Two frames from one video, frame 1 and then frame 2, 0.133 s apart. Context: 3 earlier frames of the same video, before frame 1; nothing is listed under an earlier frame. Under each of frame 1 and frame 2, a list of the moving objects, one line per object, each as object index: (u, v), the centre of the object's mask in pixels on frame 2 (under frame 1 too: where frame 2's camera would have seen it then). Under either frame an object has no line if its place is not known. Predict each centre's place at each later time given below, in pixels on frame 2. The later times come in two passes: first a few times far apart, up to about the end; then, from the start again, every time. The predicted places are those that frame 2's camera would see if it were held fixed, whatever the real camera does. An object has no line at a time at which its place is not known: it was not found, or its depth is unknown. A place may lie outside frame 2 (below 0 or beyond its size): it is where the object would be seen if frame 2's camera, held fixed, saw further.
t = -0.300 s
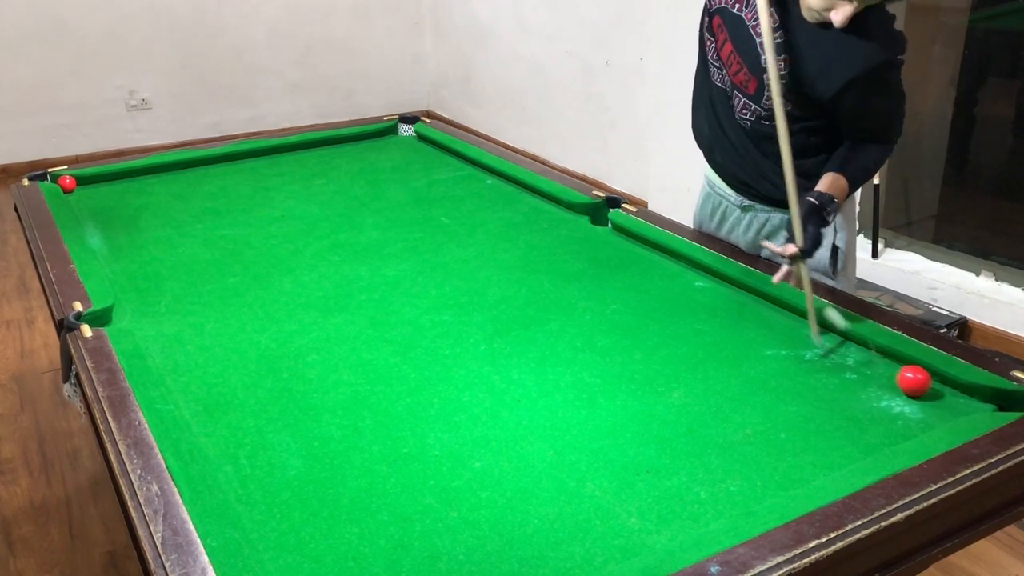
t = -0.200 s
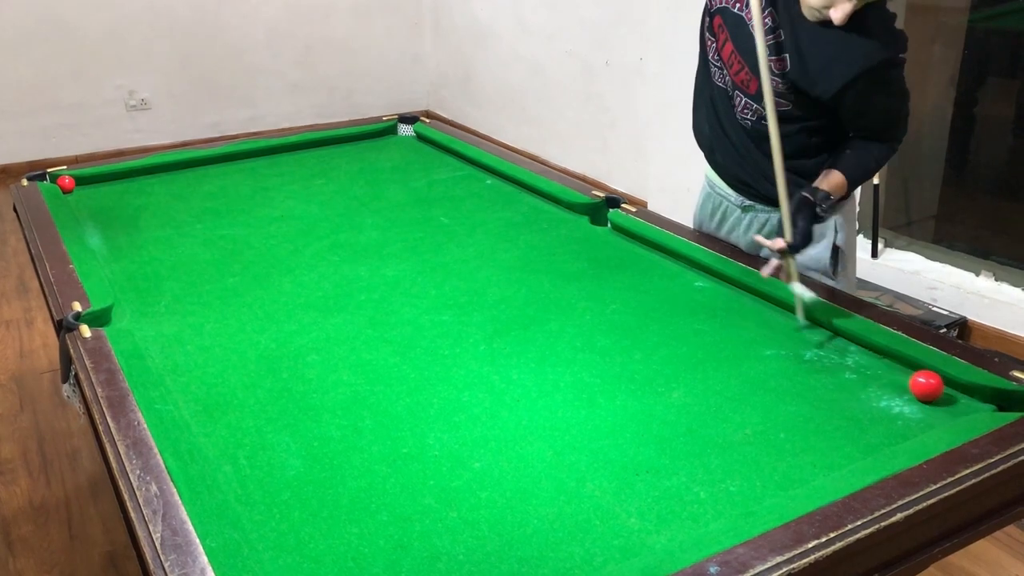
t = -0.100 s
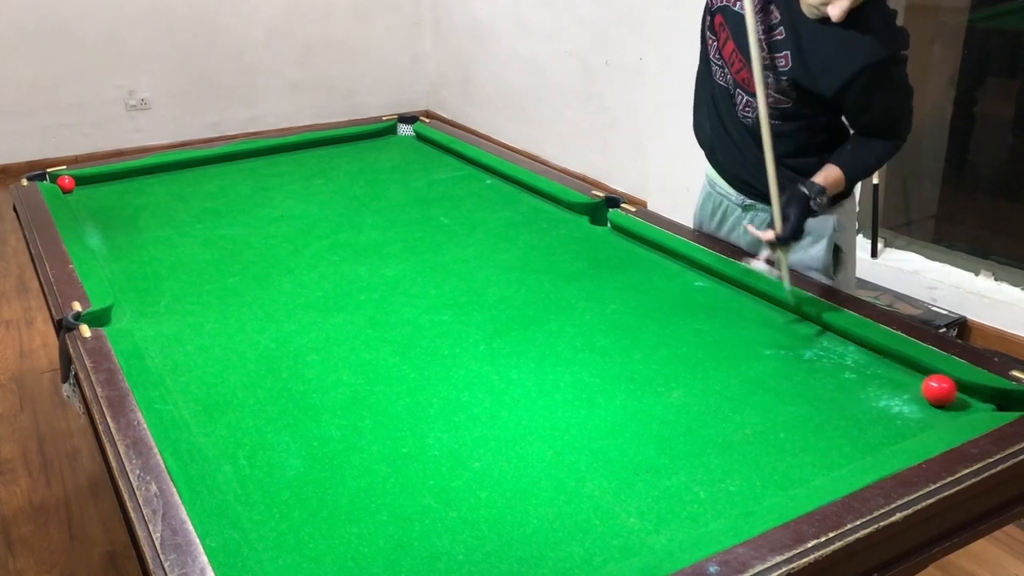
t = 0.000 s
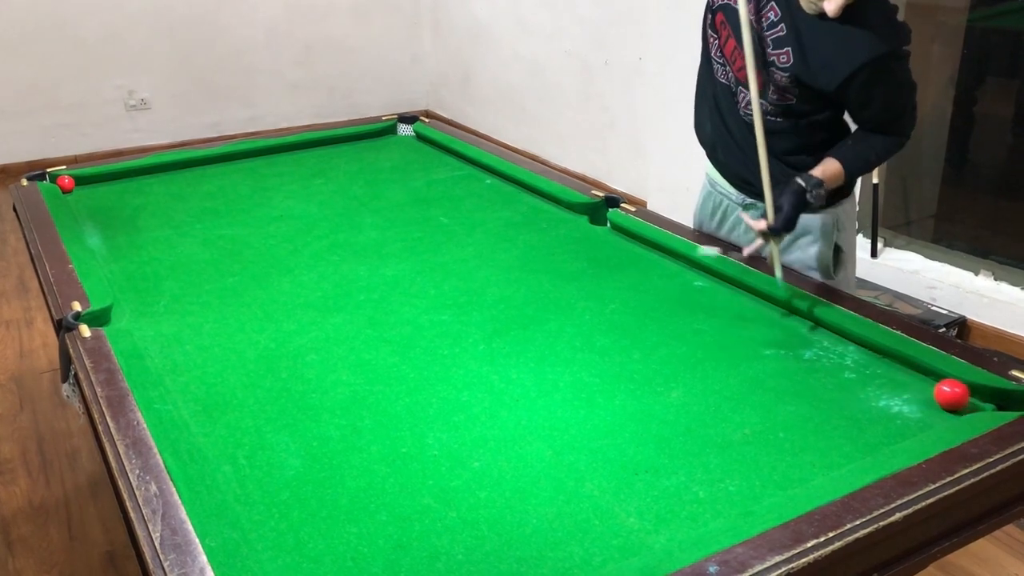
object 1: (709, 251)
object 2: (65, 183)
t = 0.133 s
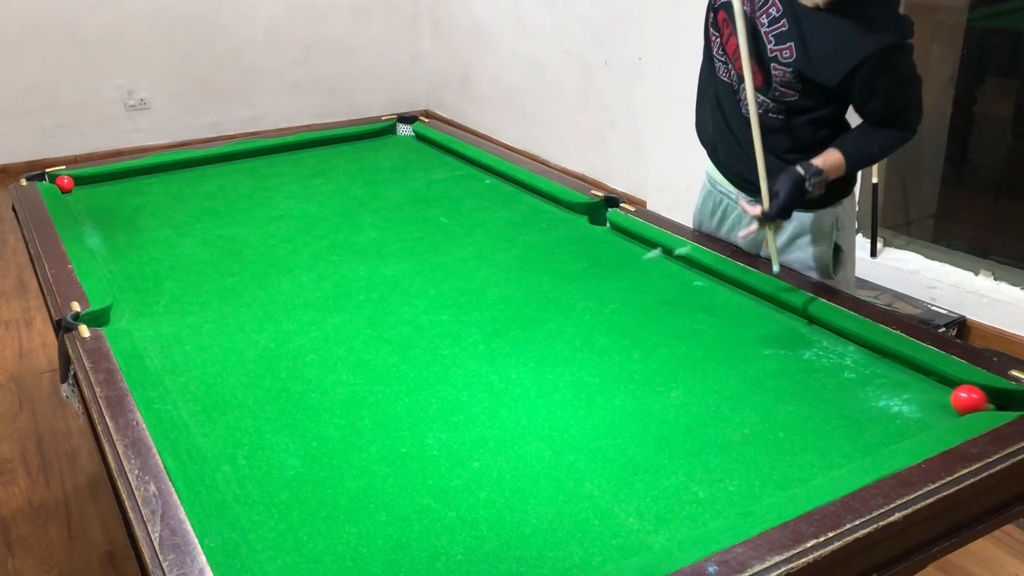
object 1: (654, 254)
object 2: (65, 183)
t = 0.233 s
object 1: (623, 260)
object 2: (65, 183)
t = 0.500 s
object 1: (474, 251)
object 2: (65, 183)
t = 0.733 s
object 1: (283, 234)
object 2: (65, 183)
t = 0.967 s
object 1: (108, 205)
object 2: (65, 183)
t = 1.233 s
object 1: (66, 201)
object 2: (64, 181)
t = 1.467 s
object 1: (70, 208)
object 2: (55, 182)
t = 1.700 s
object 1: (74, 214)
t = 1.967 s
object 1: (78, 221)
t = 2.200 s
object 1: (81, 225)
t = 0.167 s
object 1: (649, 252)
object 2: (65, 183)
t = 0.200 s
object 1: (640, 255)
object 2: (65, 183)
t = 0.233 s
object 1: (623, 260)
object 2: (65, 183)
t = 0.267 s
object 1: (597, 272)
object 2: (65, 183)
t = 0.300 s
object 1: (597, 272)
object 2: (65, 183)
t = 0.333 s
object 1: (572, 288)
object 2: (65, 183)
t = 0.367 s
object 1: (541, 272)
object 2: (65, 183)
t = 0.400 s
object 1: (539, 272)
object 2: (65, 183)
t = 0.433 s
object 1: (512, 261)
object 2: (65, 183)
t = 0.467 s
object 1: (488, 254)
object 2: (65, 183)
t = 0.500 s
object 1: (474, 251)
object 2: (65, 183)
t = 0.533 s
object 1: (444, 249)
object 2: (65, 183)
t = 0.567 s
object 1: (423, 251)
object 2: (65, 183)
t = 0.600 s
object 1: (402, 255)
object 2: (65, 183)
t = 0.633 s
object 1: (371, 244)
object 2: (65, 183)
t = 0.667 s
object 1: (340, 237)
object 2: (65, 183)
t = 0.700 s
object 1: (311, 235)
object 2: (65, 183)
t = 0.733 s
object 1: (283, 234)
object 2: (65, 183)
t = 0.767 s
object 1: (255, 228)
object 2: (65, 183)
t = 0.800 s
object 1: (228, 225)
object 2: (65, 183)
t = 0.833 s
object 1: (202, 220)
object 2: (65, 183)
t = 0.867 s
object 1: (177, 217)
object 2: (65, 183)
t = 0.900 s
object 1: (152, 212)
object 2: (65, 183)
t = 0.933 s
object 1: (130, 209)
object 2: (65, 183)
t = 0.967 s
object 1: (108, 205)
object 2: (65, 183)
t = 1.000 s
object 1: (85, 202)
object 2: (65, 183)
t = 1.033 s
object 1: (68, 197)
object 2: (65, 183)
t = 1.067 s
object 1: (63, 190)
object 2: (65, 182)
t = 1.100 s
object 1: (64, 192)
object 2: (65, 182)
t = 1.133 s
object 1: (63, 194)
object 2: (65, 182)
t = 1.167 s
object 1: (65, 197)
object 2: (65, 182)
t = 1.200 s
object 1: (65, 199)
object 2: (65, 181)
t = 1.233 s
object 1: (66, 201)
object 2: (64, 181)
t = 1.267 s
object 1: (67, 202)
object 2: (63, 182)
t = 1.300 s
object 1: (67, 203)
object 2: (62, 182)
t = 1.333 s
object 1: (68, 204)
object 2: (61, 182)
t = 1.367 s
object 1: (69, 205)
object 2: (60, 181)
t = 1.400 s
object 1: (69, 206)
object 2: (58, 181)
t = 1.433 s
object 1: (70, 207)
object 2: (57, 182)
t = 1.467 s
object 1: (70, 208)
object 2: (55, 182)
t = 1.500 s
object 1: (71, 209)
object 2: (53, 182)
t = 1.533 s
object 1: (72, 209)
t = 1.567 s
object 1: (72, 211)
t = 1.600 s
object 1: (73, 211)
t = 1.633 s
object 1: (73, 212)
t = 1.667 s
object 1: (74, 213)
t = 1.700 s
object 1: (74, 214)
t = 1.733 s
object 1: (75, 215)
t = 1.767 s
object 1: (75, 216)
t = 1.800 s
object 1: (76, 217)
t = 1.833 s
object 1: (76, 217)
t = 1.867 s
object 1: (77, 218)
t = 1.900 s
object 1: (77, 219)
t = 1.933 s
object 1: (78, 220)
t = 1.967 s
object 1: (78, 221)
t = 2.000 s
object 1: (78, 221)
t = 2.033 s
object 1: (79, 222)
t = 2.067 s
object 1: (79, 223)
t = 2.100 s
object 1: (80, 223)
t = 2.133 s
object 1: (80, 224)
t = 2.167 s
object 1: (80, 224)
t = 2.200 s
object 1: (81, 225)
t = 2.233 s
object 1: (81, 226)
